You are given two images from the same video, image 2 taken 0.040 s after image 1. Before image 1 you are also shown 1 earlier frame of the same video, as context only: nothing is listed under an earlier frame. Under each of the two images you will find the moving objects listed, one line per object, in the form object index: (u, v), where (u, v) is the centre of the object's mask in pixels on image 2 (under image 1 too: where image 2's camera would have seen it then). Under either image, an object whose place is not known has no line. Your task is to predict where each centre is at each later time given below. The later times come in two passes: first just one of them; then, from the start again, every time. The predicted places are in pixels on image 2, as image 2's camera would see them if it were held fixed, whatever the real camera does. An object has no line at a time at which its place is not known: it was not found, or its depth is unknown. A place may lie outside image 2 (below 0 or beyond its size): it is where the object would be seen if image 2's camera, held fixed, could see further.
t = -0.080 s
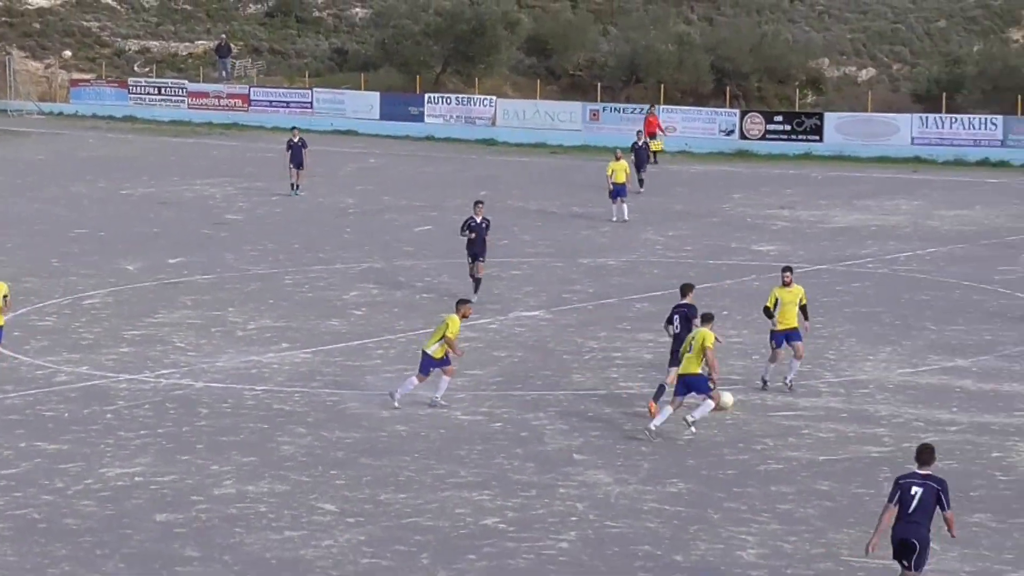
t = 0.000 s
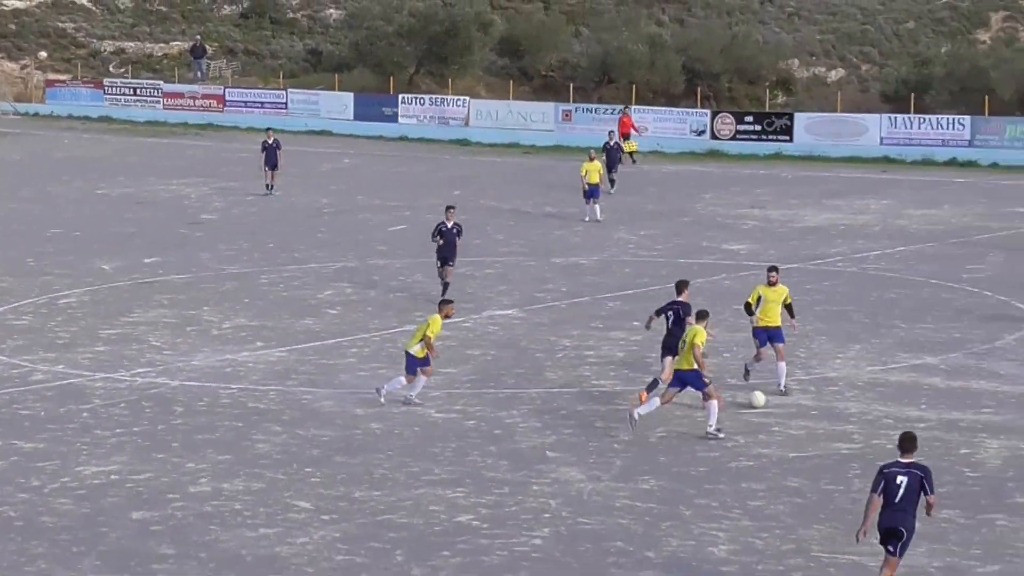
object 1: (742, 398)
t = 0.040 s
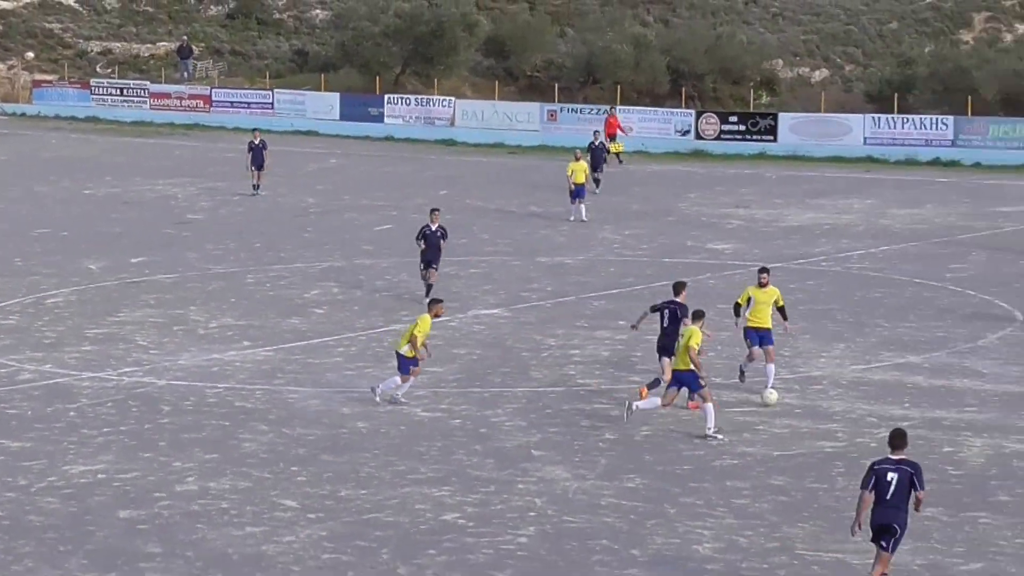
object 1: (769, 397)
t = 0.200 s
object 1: (881, 397)
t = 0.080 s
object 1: (797, 395)
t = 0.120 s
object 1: (825, 394)
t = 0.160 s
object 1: (853, 395)
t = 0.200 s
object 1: (881, 397)
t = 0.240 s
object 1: (907, 398)
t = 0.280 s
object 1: (930, 395)
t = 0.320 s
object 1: (953, 392)
